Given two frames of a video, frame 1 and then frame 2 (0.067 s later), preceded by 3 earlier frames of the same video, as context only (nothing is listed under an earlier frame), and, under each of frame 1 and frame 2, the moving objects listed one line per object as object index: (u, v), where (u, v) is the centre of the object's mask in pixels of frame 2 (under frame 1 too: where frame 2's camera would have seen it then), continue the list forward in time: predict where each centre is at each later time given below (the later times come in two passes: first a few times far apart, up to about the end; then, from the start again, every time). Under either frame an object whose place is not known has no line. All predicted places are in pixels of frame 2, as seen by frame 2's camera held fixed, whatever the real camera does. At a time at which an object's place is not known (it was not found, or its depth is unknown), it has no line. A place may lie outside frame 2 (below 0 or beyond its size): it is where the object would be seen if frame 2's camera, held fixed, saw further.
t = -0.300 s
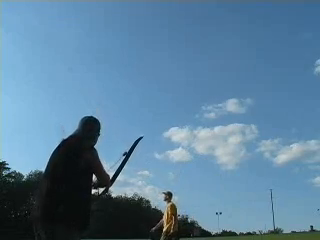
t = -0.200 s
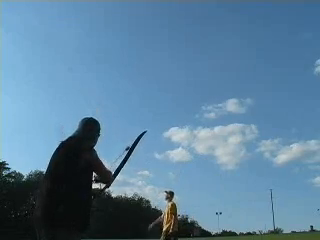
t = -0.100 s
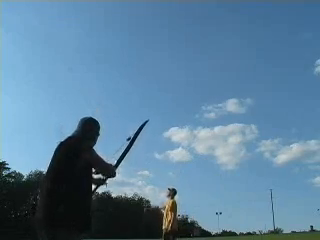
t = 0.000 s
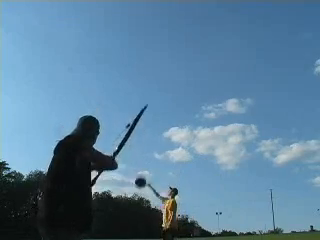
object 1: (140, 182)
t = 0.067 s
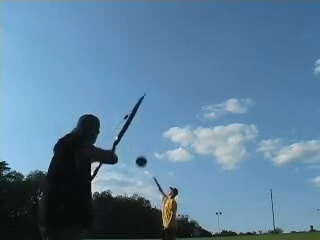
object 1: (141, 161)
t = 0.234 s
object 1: (142, 120)
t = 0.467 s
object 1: (143, 84)
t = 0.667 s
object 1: (144, 69)
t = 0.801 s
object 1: (145, 65)
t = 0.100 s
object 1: (140, 152)
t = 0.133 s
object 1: (140, 143)
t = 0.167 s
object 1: (141, 136)
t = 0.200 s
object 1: (141, 127)
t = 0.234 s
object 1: (142, 120)
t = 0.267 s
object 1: (142, 114)
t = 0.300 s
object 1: (142, 108)
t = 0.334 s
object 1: (142, 102)
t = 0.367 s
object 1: (142, 97)
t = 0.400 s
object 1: (143, 92)
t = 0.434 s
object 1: (143, 88)
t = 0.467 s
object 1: (143, 84)
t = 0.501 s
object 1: (144, 81)
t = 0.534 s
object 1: (144, 78)
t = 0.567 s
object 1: (144, 75)
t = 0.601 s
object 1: (144, 73)
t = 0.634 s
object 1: (144, 71)
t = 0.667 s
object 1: (144, 69)
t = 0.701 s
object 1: (144, 68)
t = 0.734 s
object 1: (144, 66)
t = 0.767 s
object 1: (144, 66)
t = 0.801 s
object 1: (145, 65)
